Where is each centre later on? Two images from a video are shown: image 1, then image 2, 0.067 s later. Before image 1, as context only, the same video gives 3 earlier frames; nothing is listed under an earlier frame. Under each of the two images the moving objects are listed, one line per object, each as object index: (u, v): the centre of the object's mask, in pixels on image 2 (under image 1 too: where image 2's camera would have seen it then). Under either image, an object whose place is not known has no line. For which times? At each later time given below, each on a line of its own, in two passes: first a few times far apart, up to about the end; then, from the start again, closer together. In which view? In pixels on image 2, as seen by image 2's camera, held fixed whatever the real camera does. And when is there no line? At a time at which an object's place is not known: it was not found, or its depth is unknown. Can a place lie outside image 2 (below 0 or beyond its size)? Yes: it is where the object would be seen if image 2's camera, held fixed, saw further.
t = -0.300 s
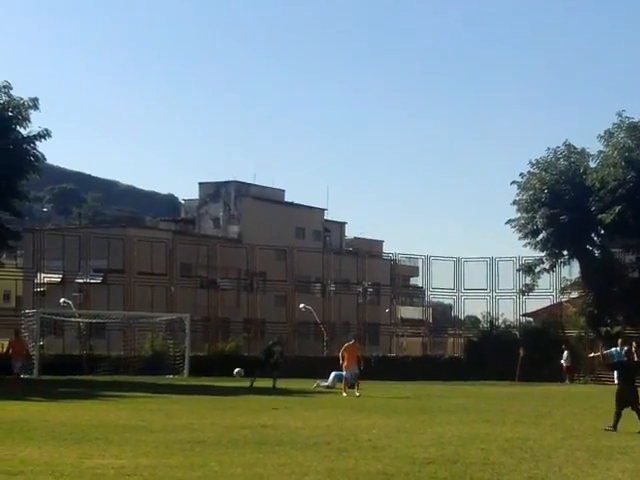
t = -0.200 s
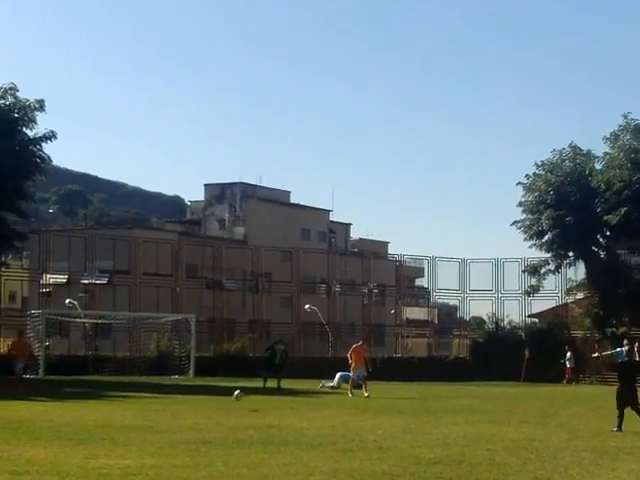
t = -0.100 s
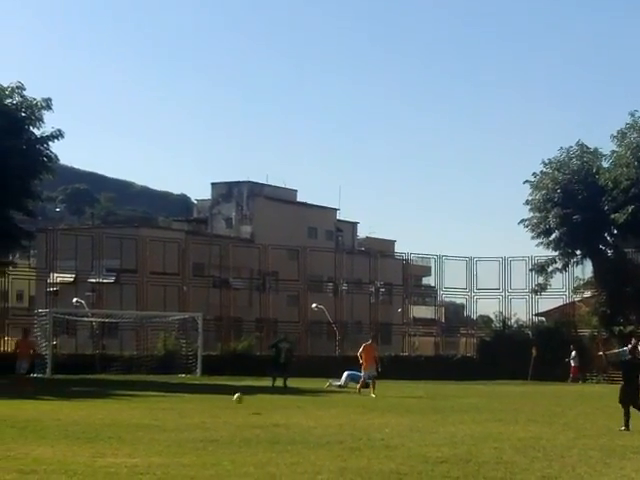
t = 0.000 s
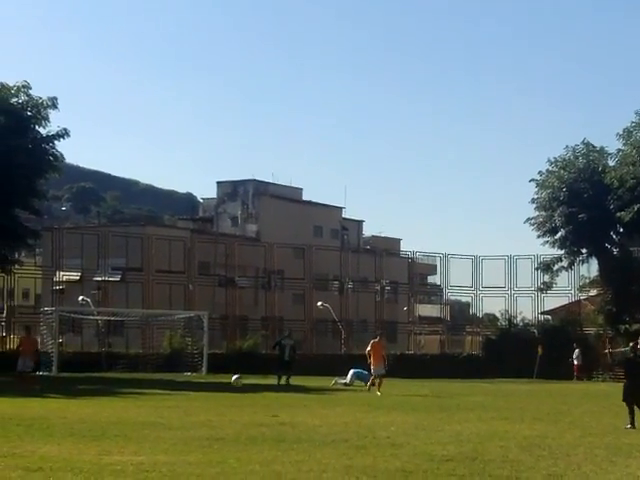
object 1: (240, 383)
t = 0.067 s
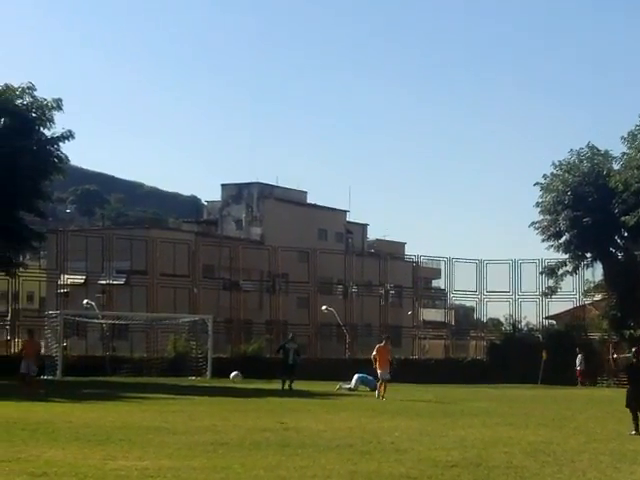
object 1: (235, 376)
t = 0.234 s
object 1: (220, 366)
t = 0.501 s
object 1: (190, 384)
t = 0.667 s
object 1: (166, 423)
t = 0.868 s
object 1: (143, 411)
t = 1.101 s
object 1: (113, 409)
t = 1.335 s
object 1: (76, 456)
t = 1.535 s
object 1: (46, 432)
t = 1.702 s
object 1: (15, 439)
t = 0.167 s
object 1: (226, 369)
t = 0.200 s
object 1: (224, 367)
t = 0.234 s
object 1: (220, 366)
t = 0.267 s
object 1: (217, 366)
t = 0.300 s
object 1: (214, 366)
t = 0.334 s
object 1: (210, 367)
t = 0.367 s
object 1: (205, 368)
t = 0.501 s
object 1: (190, 384)
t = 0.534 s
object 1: (185, 390)
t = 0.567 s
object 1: (180, 397)
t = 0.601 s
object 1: (176, 405)
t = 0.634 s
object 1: (172, 413)
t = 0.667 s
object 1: (166, 423)
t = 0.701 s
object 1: (161, 434)
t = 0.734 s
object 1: (158, 430)
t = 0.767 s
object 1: (154, 424)
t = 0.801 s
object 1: (151, 420)
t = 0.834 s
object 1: (147, 415)
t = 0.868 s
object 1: (143, 411)
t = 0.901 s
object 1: (140, 409)
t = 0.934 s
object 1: (135, 406)
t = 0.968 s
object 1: (131, 405)
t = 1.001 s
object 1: (126, 405)
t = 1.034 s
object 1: (123, 406)
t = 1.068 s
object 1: (117, 407)
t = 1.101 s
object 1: (113, 409)
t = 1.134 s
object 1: (109, 414)
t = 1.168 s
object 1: (103, 418)
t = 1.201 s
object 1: (98, 423)
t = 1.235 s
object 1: (93, 430)
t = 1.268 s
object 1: (87, 439)
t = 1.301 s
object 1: (81, 448)
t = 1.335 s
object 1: (76, 456)
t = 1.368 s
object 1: (71, 451)
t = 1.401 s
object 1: (66, 445)
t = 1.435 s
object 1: (62, 440)
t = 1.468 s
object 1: (56, 436)
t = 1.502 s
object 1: (52, 434)
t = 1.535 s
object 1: (46, 432)
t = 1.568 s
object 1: (40, 431)
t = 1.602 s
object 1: (35, 431)
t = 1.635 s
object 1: (28, 432)
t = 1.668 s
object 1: (22, 435)
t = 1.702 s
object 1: (15, 439)
